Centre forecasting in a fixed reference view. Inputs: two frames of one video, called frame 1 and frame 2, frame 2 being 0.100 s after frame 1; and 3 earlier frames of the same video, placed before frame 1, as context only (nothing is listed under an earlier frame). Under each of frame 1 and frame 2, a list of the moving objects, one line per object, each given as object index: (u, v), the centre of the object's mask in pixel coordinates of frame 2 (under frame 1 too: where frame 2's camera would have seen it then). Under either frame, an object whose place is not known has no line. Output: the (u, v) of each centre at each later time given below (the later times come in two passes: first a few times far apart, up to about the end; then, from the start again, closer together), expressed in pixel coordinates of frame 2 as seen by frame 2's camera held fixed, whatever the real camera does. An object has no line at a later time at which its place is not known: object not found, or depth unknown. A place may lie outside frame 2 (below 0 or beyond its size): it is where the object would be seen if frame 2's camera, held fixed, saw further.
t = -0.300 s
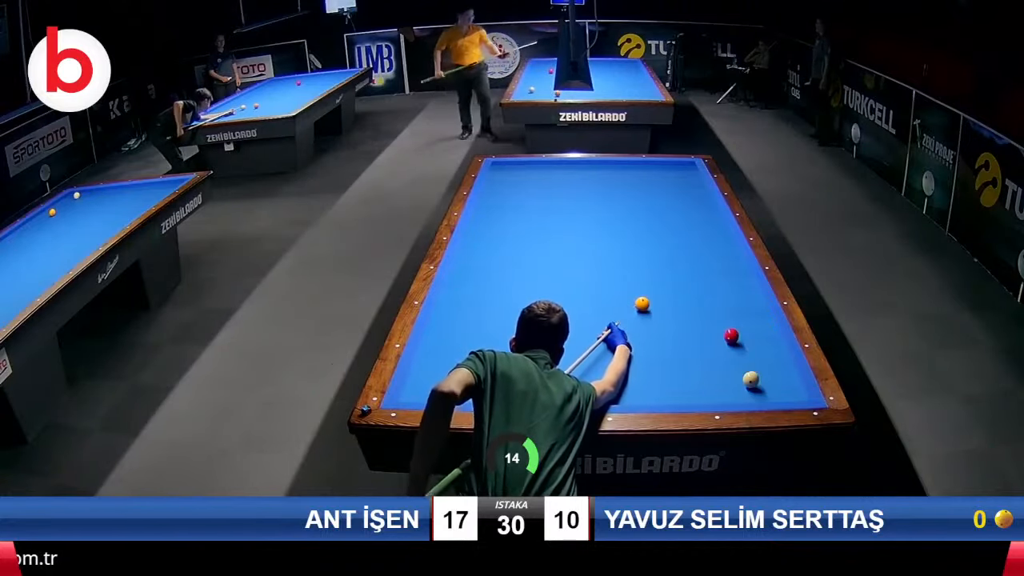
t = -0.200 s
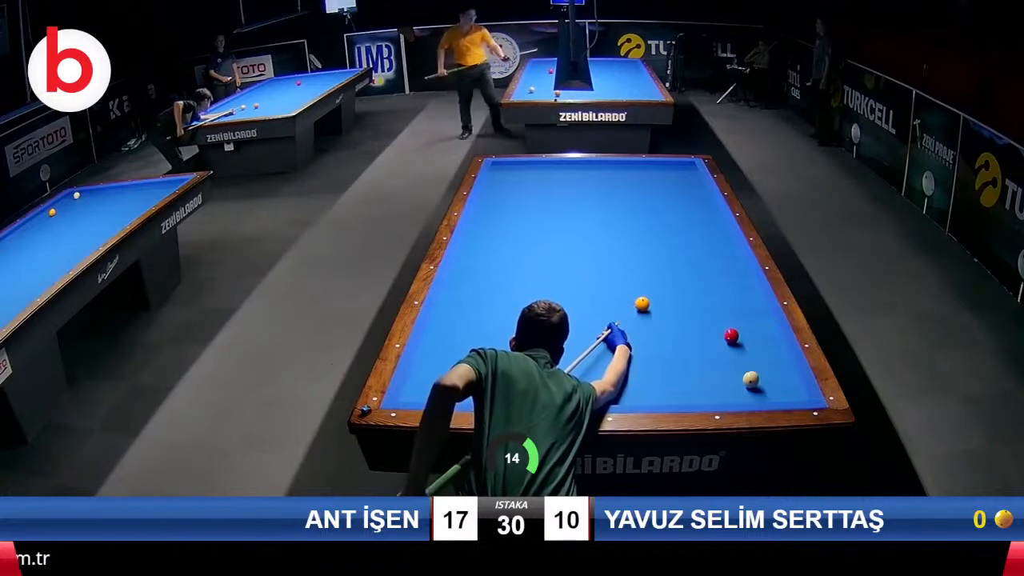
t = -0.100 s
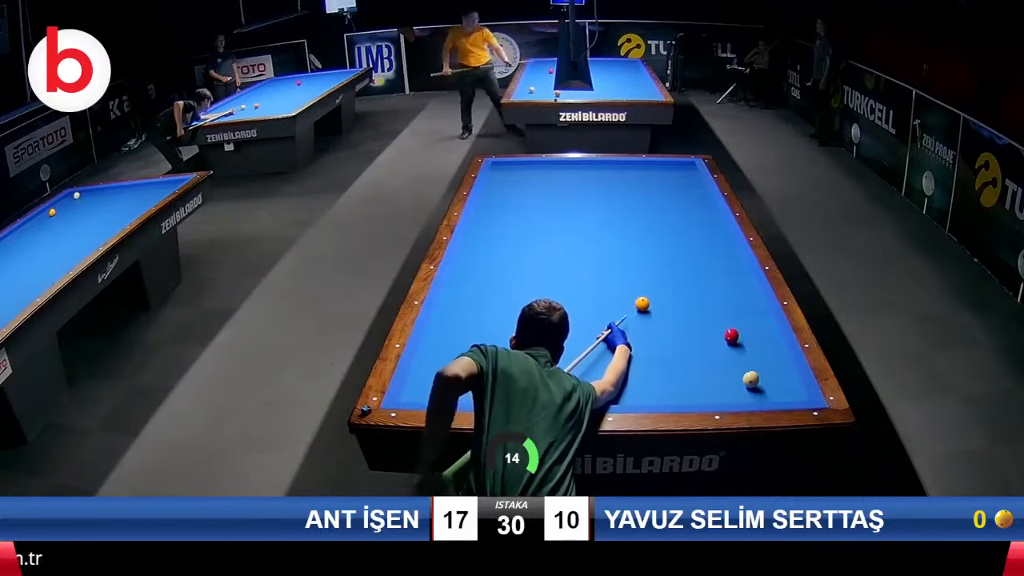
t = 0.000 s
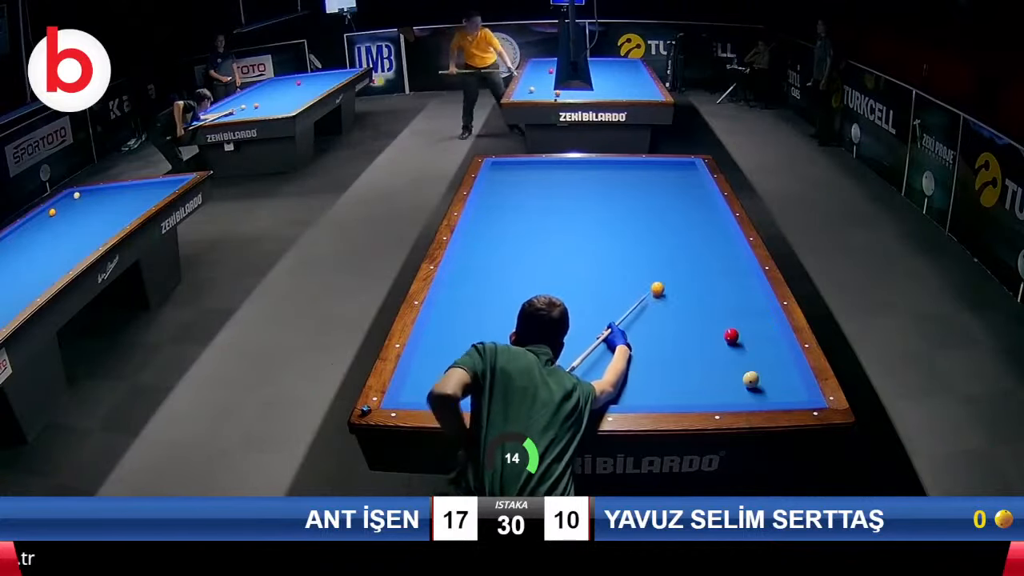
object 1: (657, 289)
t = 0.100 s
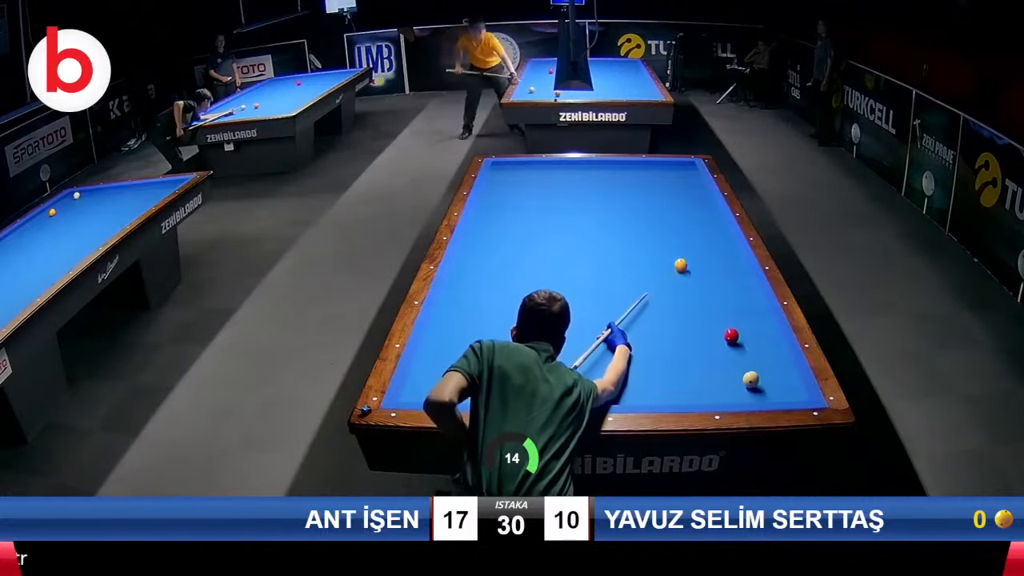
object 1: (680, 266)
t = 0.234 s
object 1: (704, 240)
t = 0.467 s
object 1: (699, 207)
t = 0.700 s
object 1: (665, 182)
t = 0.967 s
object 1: (633, 164)
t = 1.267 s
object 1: (590, 184)
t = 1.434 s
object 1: (565, 192)
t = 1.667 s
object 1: (526, 206)
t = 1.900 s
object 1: (484, 221)
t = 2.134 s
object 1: (487, 237)
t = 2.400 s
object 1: (508, 258)
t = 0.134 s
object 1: (687, 258)
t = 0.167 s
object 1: (693, 252)
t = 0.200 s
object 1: (699, 246)
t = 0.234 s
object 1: (704, 240)
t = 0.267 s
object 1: (709, 235)
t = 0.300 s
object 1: (714, 230)
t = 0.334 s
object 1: (718, 225)
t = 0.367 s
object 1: (719, 220)
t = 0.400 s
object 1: (712, 216)
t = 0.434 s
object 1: (705, 211)
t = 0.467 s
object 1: (699, 207)
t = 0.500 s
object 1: (693, 203)
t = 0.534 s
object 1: (688, 199)
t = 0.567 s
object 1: (683, 196)
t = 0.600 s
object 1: (679, 192)
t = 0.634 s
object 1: (674, 189)
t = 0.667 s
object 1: (669, 185)
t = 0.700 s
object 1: (665, 182)
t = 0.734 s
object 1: (661, 179)
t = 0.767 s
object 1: (657, 176)
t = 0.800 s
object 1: (652, 173)
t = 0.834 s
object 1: (648, 170)
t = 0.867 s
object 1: (645, 167)
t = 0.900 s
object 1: (641, 164)
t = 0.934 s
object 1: (637, 162)
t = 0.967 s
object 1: (633, 164)
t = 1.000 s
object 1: (628, 166)
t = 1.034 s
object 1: (624, 169)
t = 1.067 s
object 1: (619, 171)
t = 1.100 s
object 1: (616, 171)
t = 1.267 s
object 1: (590, 184)
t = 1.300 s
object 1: (585, 185)
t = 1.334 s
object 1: (581, 187)
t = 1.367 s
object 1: (575, 189)
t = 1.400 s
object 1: (570, 191)
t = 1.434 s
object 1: (565, 192)
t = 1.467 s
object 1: (560, 194)
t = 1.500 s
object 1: (554, 196)
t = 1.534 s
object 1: (549, 198)
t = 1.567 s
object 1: (543, 200)
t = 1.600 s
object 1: (538, 202)
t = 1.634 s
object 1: (532, 204)
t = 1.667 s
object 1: (526, 206)
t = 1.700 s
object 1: (520, 208)
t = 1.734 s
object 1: (514, 210)
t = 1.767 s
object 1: (509, 212)
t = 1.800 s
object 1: (502, 214)
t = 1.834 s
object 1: (496, 217)
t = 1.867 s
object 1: (490, 219)
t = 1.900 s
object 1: (484, 221)
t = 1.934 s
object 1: (478, 223)
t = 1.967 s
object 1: (472, 225)
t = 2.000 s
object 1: (475, 228)
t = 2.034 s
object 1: (479, 230)
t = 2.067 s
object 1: (482, 232)
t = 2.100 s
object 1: (485, 235)
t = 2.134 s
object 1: (487, 237)
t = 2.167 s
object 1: (490, 240)
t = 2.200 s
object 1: (492, 242)
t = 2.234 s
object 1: (495, 244)
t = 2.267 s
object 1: (498, 247)
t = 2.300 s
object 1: (500, 250)
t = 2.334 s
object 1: (503, 252)
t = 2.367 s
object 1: (506, 255)
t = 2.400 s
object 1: (508, 258)
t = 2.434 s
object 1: (511, 260)
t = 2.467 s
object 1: (514, 263)
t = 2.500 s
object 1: (517, 266)
